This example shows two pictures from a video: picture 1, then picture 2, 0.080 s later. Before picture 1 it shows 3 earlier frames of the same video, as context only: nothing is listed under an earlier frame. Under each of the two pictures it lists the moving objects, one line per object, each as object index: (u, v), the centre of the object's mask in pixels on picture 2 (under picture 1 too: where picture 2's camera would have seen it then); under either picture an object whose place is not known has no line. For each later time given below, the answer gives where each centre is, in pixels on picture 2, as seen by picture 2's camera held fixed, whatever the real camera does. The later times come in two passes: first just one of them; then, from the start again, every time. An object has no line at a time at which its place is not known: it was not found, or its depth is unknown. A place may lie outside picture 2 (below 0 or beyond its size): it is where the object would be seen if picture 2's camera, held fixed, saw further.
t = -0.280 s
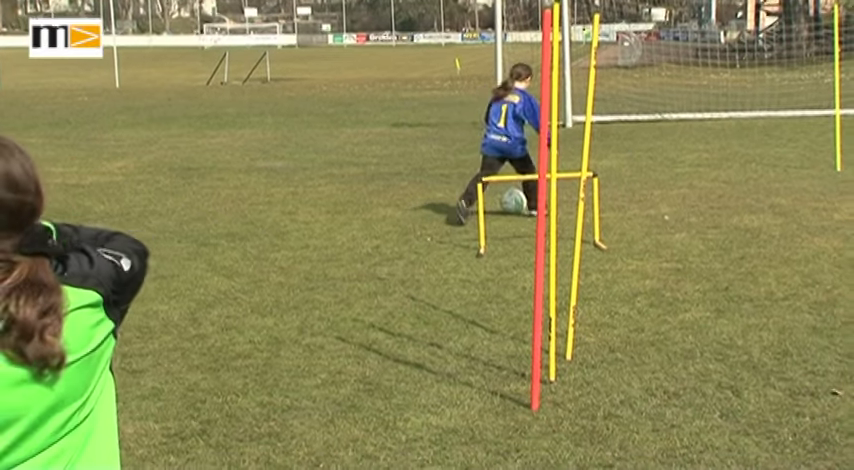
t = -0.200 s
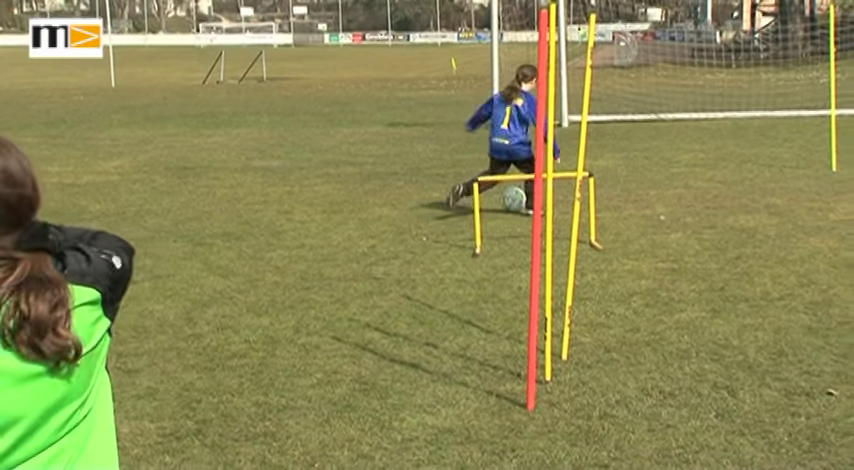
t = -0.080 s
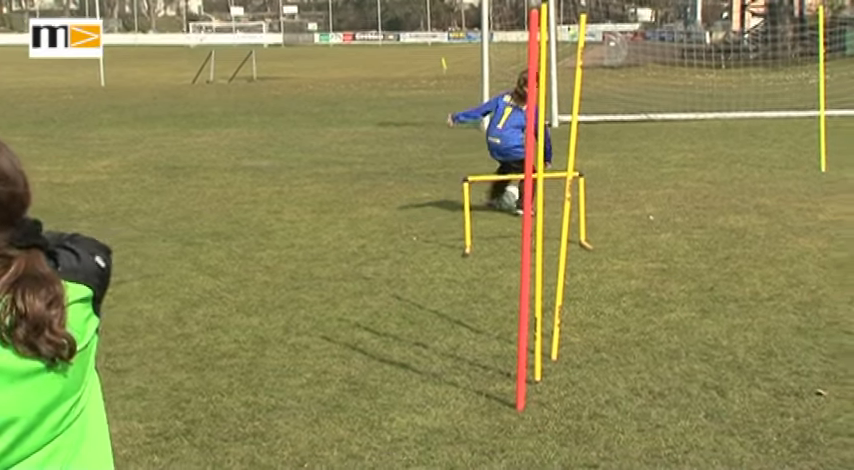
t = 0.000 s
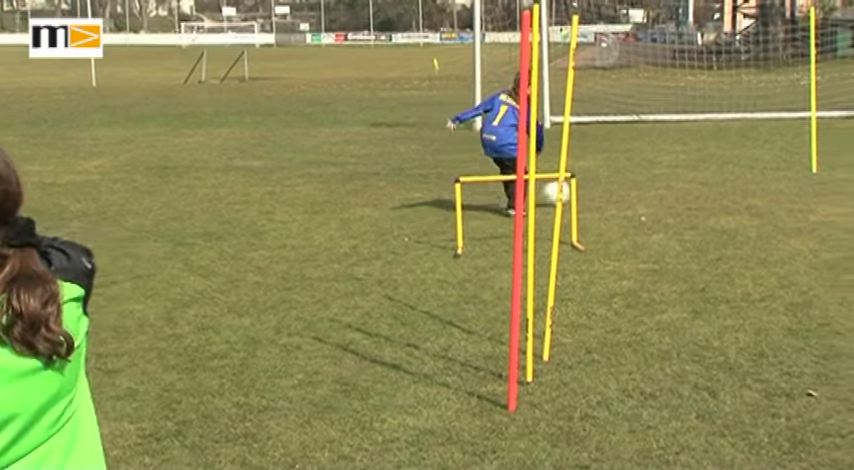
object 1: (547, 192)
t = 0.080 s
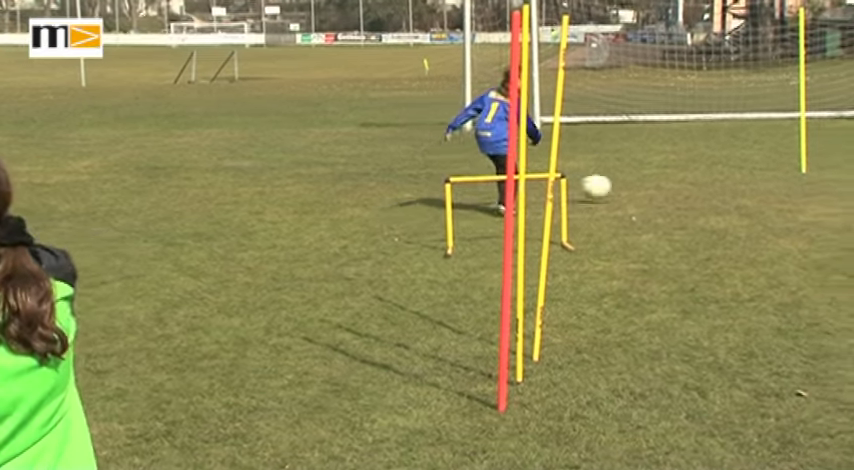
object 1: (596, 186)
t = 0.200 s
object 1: (664, 187)
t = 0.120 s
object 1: (619, 186)
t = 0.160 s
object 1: (643, 187)
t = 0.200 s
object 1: (664, 187)
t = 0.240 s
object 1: (681, 184)
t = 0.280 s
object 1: (698, 181)
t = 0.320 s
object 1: (715, 181)
